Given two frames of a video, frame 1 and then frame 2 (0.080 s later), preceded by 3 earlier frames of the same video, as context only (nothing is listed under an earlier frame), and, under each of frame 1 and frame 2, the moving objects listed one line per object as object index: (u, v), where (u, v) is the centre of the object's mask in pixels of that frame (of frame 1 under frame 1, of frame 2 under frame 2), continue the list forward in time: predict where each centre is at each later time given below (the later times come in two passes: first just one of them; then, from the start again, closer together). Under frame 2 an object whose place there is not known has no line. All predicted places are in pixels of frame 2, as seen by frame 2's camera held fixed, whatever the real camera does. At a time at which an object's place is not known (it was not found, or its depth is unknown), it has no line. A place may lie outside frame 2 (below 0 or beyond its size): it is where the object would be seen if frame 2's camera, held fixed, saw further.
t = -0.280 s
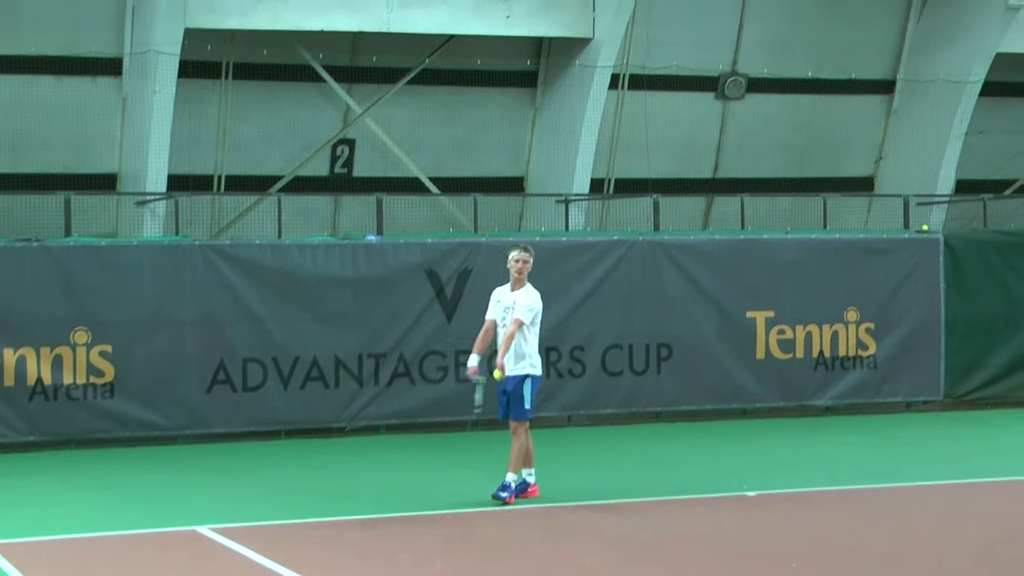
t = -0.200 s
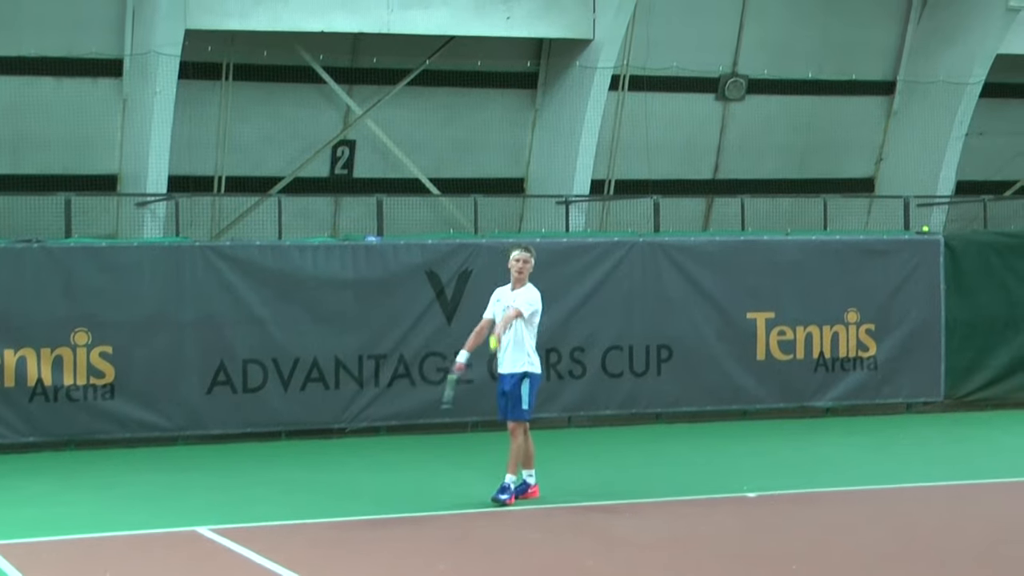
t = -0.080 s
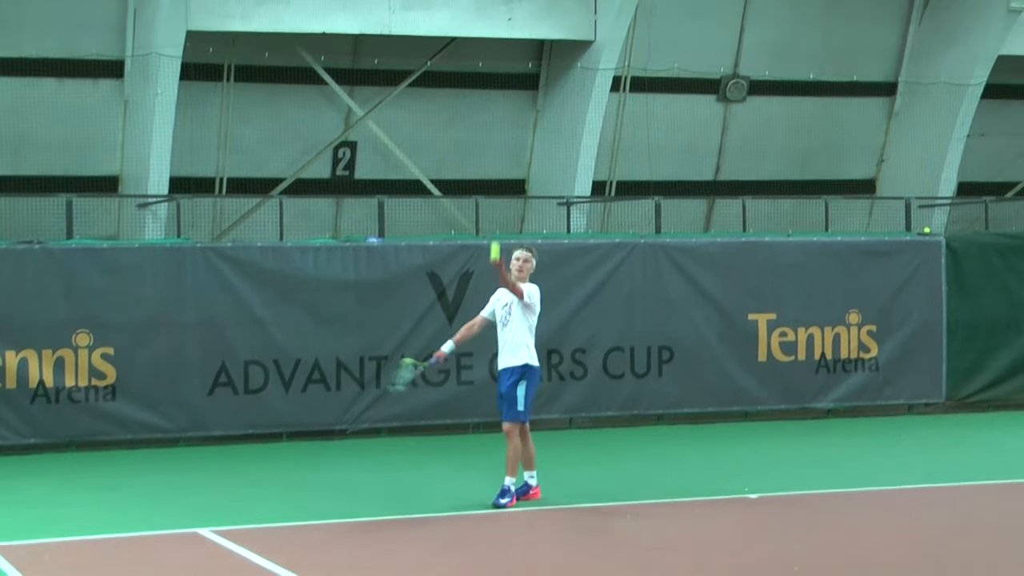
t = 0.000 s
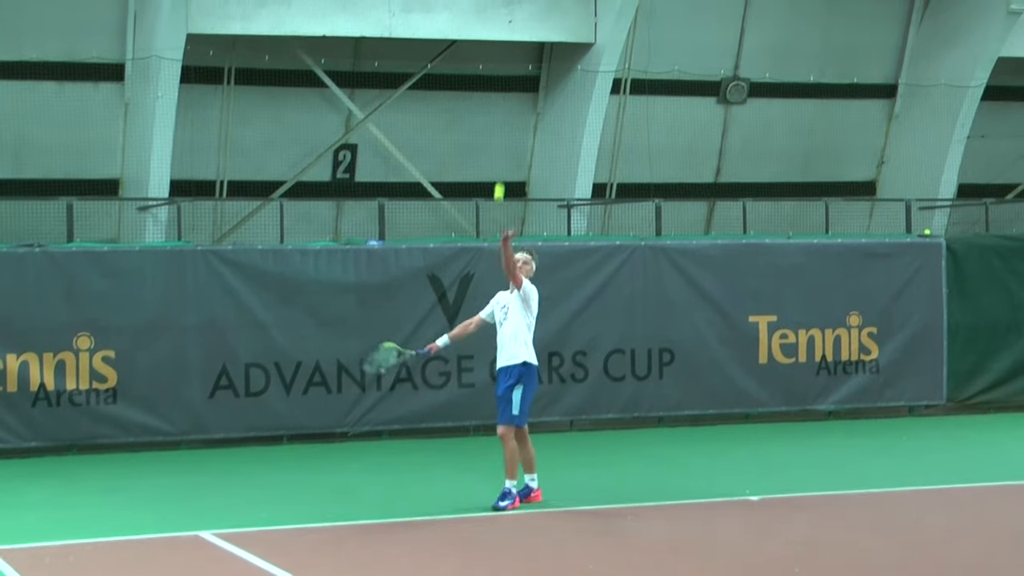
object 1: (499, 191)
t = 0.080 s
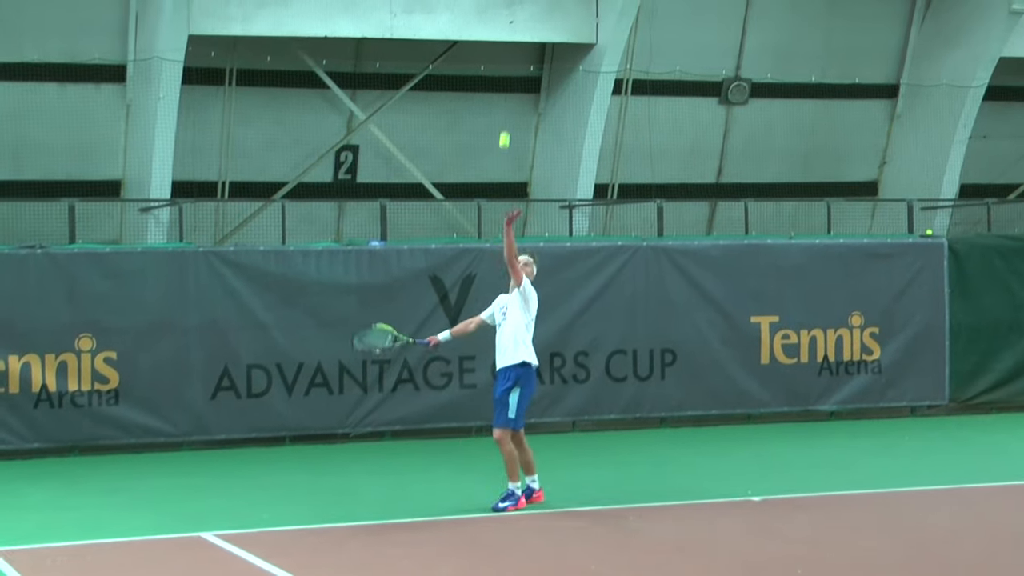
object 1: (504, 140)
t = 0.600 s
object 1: (530, 18)
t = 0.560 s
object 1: (528, 13)
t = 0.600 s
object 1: (530, 18)
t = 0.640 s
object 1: (533, 23)
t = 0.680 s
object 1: (535, 33)
